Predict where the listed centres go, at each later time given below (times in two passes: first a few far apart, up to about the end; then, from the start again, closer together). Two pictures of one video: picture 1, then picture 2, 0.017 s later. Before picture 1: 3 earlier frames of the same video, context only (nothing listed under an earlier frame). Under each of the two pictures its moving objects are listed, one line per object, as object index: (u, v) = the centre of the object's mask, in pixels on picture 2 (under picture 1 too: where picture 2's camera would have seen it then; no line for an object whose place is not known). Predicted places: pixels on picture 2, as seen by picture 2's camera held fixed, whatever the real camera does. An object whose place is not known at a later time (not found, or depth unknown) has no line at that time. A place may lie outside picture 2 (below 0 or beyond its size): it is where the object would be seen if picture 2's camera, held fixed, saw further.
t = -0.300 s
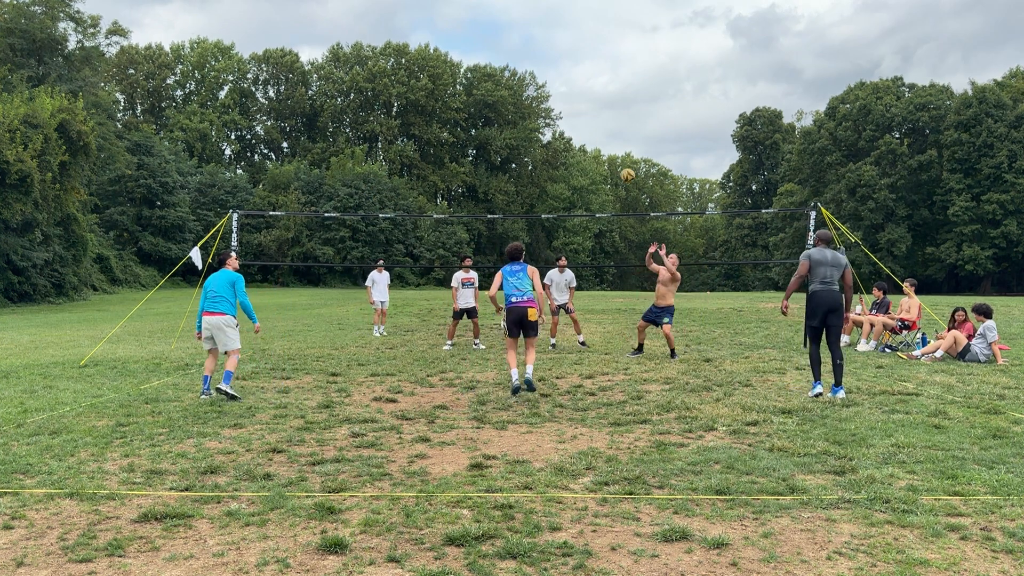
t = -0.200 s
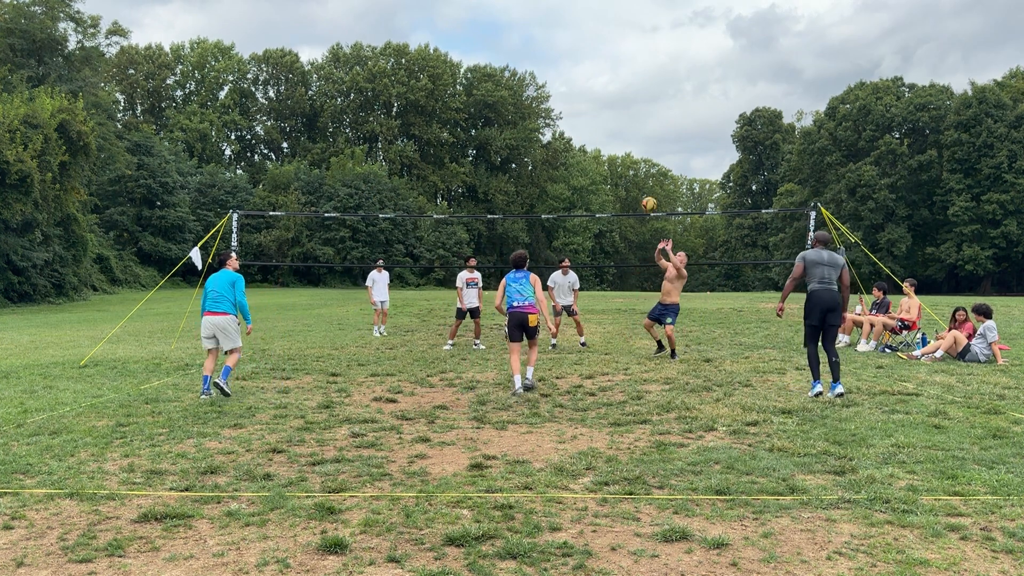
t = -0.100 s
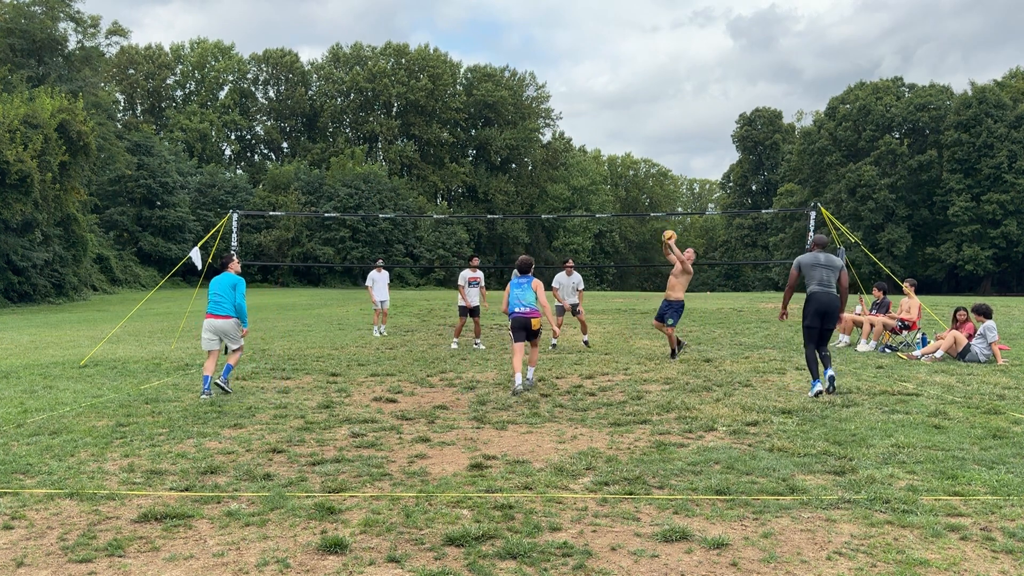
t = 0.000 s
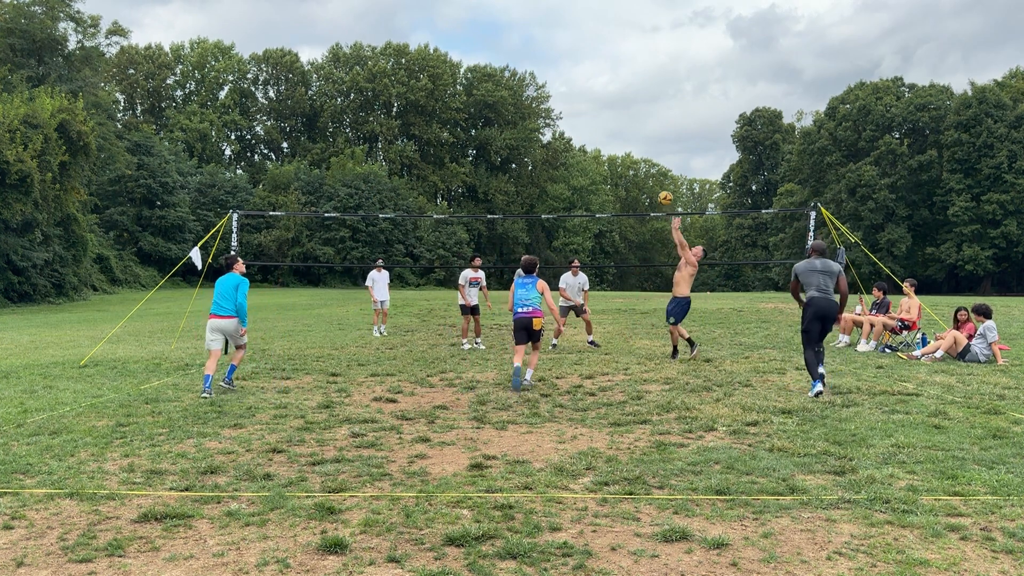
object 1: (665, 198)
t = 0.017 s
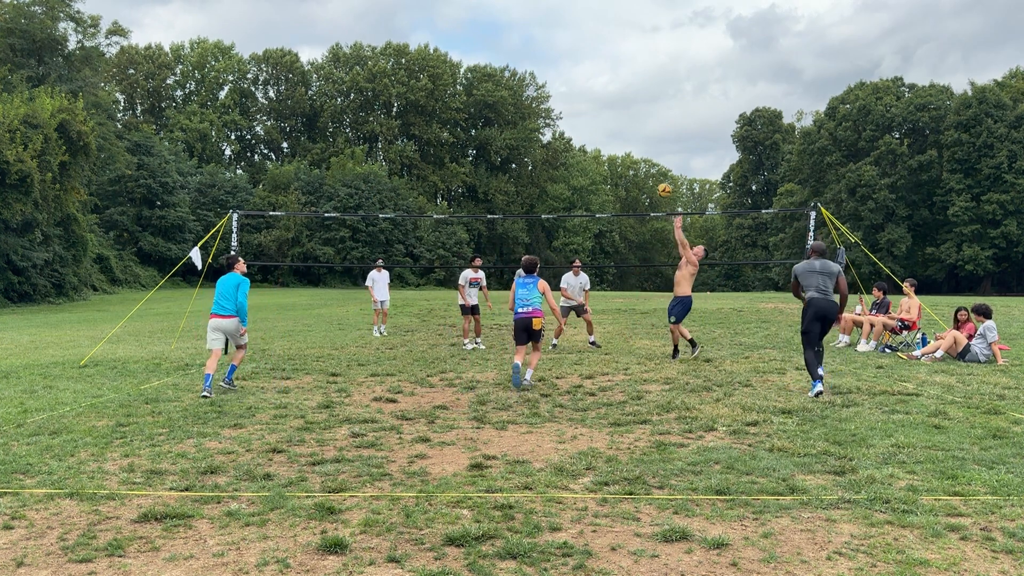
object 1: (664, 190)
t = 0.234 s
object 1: (649, 110)
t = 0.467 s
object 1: (635, 60)
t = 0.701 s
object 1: (620, 47)
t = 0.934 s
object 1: (605, 70)
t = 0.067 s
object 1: (661, 169)
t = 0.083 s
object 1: (659, 162)
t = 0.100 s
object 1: (658, 156)
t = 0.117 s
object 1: (657, 149)
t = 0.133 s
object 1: (656, 143)
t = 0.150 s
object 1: (655, 137)
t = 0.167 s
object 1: (654, 131)
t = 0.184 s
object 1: (653, 126)
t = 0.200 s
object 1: (652, 120)
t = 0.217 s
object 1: (651, 115)
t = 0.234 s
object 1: (649, 110)
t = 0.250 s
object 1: (649, 105)
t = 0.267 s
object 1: (647, 100)
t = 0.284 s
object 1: (646, 96)
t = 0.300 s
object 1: (645, 92)
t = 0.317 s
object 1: (644, 88)
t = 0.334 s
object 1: (643, 84)
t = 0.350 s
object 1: (642, 80)
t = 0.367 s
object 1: (641, 77)
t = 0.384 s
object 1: (640, 73)
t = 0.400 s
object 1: (639, 70)
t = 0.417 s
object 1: (638, 67)
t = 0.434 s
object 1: (637, 65)
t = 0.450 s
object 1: (636, 62)
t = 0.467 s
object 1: (635, 60)
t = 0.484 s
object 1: (634, 58)
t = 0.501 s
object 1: (633, 56)
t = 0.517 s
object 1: (632, 54)
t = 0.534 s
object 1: (631, 52)
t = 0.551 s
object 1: (630, 51)
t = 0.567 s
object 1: (629, 50)
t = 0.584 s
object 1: (628, 49)
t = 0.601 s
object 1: (627, 48)
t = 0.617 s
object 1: (626, 47)
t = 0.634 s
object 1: (624, 47)
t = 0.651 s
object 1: (623, 47)
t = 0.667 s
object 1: (622, 47)
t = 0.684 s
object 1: (621, 47)
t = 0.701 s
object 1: (620, 47)
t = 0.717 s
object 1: (619, 47)
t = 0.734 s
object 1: (618, 48)
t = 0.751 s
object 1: (617, 49)
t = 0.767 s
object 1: (616, 50)
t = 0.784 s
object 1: (615, 51)
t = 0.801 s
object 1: (614, 53)
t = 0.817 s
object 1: (613, 54)
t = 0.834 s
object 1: (612, 56)
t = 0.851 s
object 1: (611, 58)
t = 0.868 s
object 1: (610, 60)
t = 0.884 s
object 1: (609, 62)
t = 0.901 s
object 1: (608, 64)
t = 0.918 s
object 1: (606, 67)
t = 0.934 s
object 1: (605, 70)
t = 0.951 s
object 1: (604, 73)
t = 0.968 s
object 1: (603, 76)
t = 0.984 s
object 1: (602, 79)
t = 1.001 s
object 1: (601, 83)
